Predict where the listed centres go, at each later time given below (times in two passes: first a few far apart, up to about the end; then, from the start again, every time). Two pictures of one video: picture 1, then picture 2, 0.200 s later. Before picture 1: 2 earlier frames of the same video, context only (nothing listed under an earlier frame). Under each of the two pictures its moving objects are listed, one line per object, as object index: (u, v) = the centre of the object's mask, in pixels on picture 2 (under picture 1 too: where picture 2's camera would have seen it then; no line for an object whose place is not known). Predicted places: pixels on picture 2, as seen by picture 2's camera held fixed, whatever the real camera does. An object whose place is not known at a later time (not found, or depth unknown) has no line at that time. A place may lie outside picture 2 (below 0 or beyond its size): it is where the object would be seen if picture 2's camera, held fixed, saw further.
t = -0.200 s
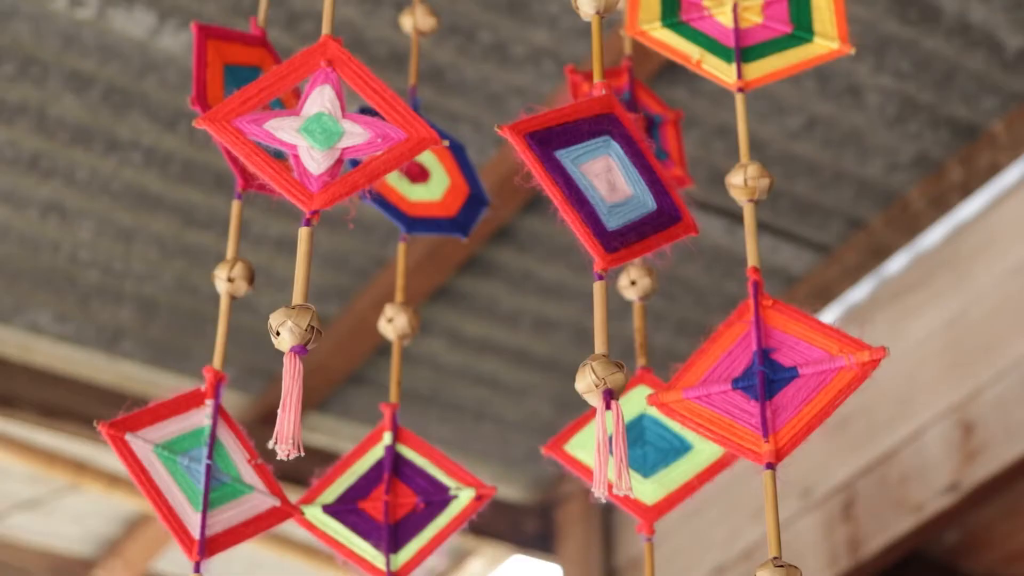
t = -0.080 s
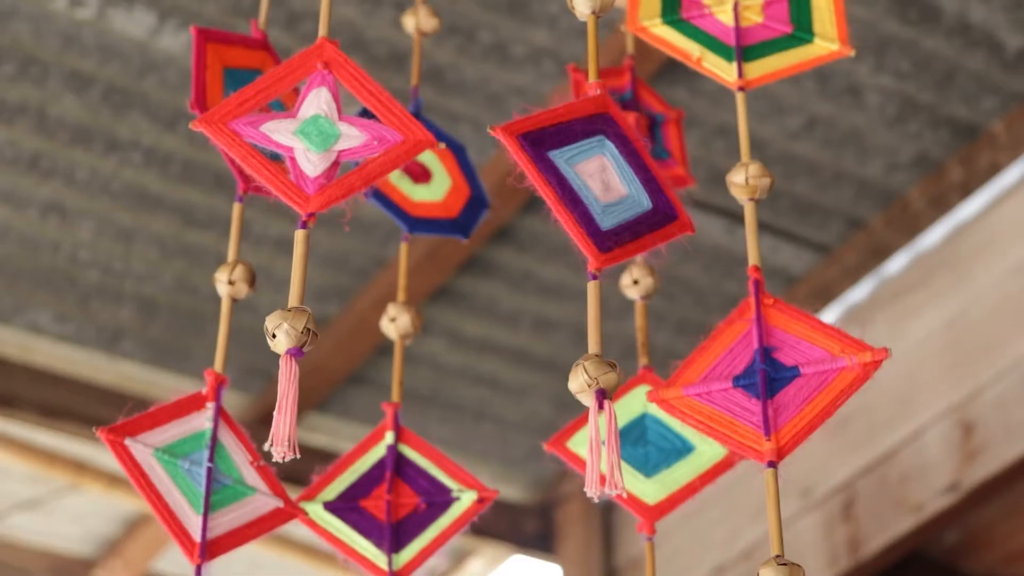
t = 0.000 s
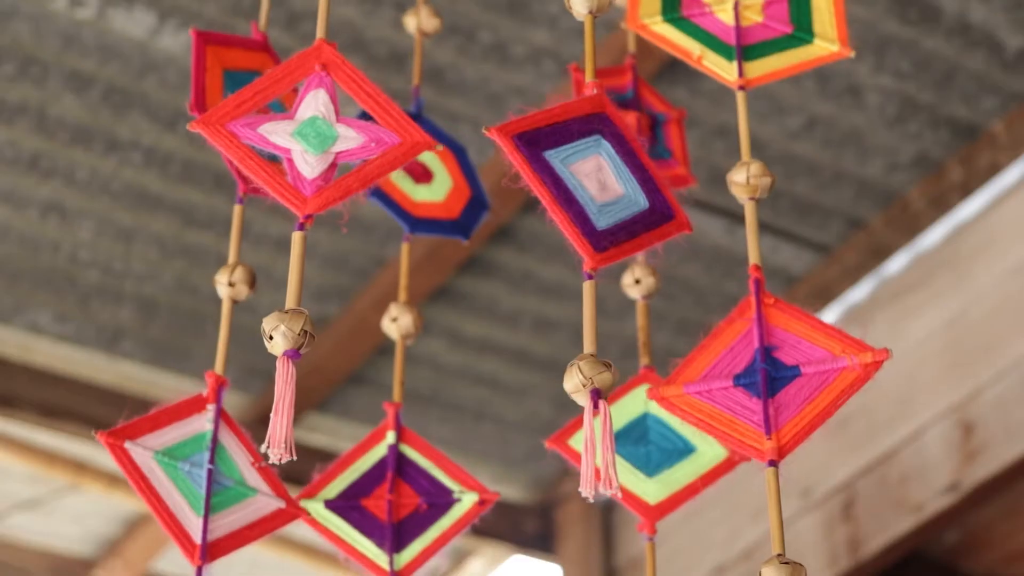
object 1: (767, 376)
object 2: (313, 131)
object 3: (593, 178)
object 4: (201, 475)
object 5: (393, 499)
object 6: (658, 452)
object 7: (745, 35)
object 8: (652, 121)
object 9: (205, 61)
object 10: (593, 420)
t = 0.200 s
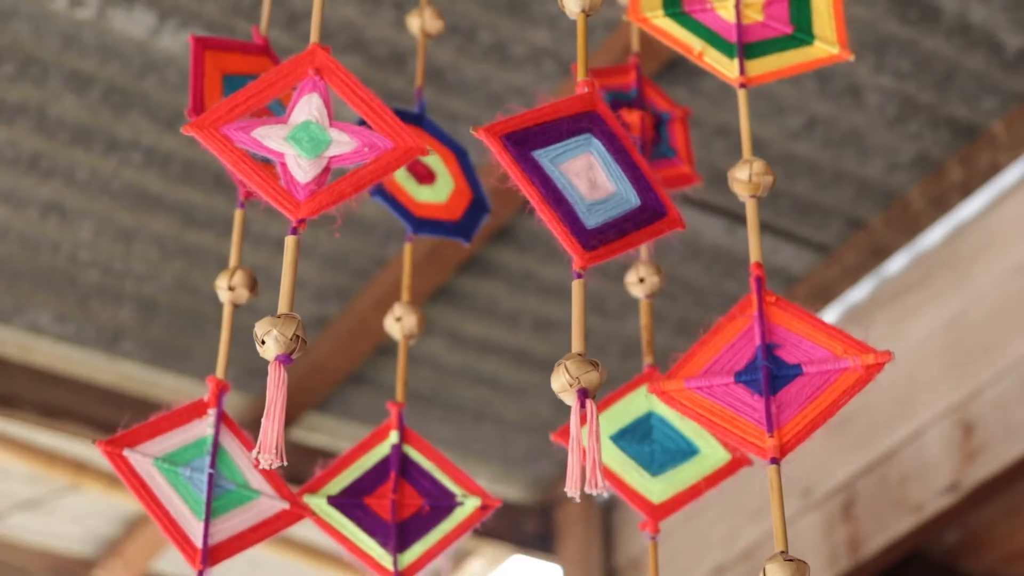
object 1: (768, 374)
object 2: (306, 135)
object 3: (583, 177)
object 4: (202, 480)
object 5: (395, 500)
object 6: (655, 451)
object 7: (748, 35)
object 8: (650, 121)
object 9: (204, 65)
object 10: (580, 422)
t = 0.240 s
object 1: (768, 373)
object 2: (305, 136)
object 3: (581, 177)
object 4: (202, 481)
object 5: (396, 499)
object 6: (655, 450)
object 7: (749, 34)
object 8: (650, 122)
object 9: (203, 66)
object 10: (579, 422)
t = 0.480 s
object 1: (769, 371)
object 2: (296, 142)
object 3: (570, 174)
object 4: (202, 486)
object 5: (398, 501)
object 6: (655, 448)
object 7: (753, 34)
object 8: (650, 123)
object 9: (202, 68)
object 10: (566, 421)
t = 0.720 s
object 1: (769, 369)
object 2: (287, 147)
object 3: (561, 172)
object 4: (203, 490)
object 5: (399, 502)
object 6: (663, 448)
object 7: (756, 34)
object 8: (649, 122)
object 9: (212, 60)
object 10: (557, 418)
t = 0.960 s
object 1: (766, 366)
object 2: (280, 151)
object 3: (554, 169)
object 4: (203, 492)
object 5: (402, 504)
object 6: (669, 447)
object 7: (757, 33)
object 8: (650, 123)
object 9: (213, 63)
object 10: (549, 413)
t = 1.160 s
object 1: (763, 363)
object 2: (275, 153)
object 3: (550, 166)
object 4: (204, 493)
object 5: (404, 505)
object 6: (673, 445)
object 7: (756, 33)
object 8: (652, 121)
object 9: (212, 65)
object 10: (545, 409)
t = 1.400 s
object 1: (758, 359)
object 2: (271, 155)
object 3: (546, 164)
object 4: (205, 494)
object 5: (407, 507)
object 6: (677, 443)
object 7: (756, 32)
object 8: (655, 119)
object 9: (212, 69)
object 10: (541, 408)
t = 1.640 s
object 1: (751, 355)
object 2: (269, 156)
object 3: (544, 164)
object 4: (207, 496)
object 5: (410, 508)
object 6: (680, 441)
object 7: (754, 32)
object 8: (657, 116)
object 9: (211, 72)
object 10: (541, 408)
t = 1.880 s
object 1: (749, 353)
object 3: (548, 167)
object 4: (215, 500)
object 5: (419, 510)
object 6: (686, 440)
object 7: (757, 35)
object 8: (662, 116)
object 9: (217, 77)
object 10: (546, 412)
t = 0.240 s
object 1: (768, 373)
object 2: (305, 136)
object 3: (581, 177)
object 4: (202, 481)
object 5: (396, 499)
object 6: (655, 450)
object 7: (749, 34)
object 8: (650, 122)
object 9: (203, 66)
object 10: (579, 422)
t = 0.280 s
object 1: (769, 373)
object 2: (303, 137)
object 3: (579, 177)
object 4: (202, 482)
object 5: (396, 500)
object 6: (655, 450)
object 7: (750, 34)
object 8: (649, 122)
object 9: (203, 67)
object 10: (576, 422)
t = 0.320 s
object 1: (769, 373)
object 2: (302, 138)
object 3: (578, 176)
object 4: (202, 483)
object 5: (397, 500)
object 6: (655, 450)
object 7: (750, 34)
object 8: (649, 122)
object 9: (203, 67)
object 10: (574, 422)
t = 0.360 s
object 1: (769, 372)
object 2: (300, 139)
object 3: (576, 176)
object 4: (202, 484)
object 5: (397, 500)
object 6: (655, 450)
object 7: (751, 34)
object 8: (649, 122)
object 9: (202, 67)
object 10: (571, 422)
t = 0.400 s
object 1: (769, 372)
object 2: (299, 140)
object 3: (574, 176)
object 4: (202, 485)
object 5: (397, 500)
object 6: (655, 450)
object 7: (752, 34)
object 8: (649, 122)
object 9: (202, 68)
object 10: (569, 422)
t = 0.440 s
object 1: (769, 371)
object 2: (297, 141)
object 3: (572, 175)
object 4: (202, 485)
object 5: (397, 500)
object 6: (656, 449)
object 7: (752, 34)
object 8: (650, 123)
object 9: (202, 68)
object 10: (567, 421)
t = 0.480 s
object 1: (769, 371)
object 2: (296, 142)
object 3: (570, 174)
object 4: (202, 486)
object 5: (398, 501)
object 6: (655, 448)
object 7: (753, 34)
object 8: (650, 123)
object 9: (202, 68)
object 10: (566, 421)
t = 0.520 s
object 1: (769, 370)
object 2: (294, 142)
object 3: (569, 174)
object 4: (202, 487)
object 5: (398, 501)
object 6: (659, 449)
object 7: (753, 34)
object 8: (650, 122)
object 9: (202, 68)
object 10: (564, 420)
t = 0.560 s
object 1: (769, 370)
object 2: (293, 143)
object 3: (567, 173)
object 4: (202, 487)
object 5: (398, 501)
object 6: (656, 447)
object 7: (754, 34)
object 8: (649, 122)
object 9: (202, 70)
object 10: (562, 420)
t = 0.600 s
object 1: (769, 370)
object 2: (291, 144)
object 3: (565, 173)
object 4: (202, 488)
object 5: (398, 501)
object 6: (660, 448)
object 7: (754, 34)
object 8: (649, 122)
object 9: (201, 69)
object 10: (561, 419)
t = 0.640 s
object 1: (769, 370)
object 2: (290, 145)
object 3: (564, 173)
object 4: (202, 489)
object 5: (398, 502)
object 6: (661, 448)
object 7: (755, 34)
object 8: (650, 122)
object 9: (212, 59)
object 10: (560, 419)
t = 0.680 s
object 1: (769, 369)
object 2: (289, 146)
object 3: (563, 172)
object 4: (202, 489)
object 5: (399, 502)
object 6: (662, 448)
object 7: (755, 33)
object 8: (649, 122)
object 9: (212, 59)
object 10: (558, 418)
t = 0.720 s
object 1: (769, 369)
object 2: (287, 147)
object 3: (561, 172)
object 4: (203, 490)
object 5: (399, 502)
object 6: (663, 448)
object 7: (756, 34)
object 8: (649, 122)
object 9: (212, 60)
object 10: (557, 418)
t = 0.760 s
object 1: (768, 368)
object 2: (286, 147)
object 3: (560, 171)
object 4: (203, 490)
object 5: (399, 502)
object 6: (664, 447)
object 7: (756, 33)
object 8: (649, 122)
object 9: (214, 60)
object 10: (556, 417)
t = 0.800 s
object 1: (768, 368)
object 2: (285, 148)
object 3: (559, 170)
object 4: (203, 490)
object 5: (400, 503)
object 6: (665, 447)
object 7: (756, 34)
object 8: (649, 122)
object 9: (212, 61)
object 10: (554, 416)
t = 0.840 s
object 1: (767, 367)
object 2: (283, 148)
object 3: (558, 170)
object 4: (203, 491)
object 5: (400, 503)
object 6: (666, 447)
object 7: (757, 33)
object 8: (649, 123)
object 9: (213, 61)
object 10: (553, 415)
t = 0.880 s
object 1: (767, 367)
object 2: (282, 149)
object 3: (556, 169)
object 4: (203, 491)
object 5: (401, 503)
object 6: (667, 447)
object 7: (757, 33)
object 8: (650, 123)
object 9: (212, 62)
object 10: (552, 414)
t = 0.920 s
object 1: (766, 366)
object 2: (281, 150)
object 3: (555, 169)
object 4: (203, 491)
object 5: (401, 503)
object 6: (667, 447)
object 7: (757, 33)
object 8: (649, 122)
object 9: (213, 62)
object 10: (550, 414)
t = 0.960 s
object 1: (766, 366)
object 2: (280, 151)
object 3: (554, 169)
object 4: (203, 492)
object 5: (402, 504)
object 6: (669, 447)
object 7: (757, 33)
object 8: (650, 123)
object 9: (213, 63)
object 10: (549, 413)
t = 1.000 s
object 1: (765, 365)
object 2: (279, 151)
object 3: (553, 168)
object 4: (203, 492)
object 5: (402, 504)
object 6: (669, 446)
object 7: (757, 33)
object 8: (650, 122)
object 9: (213, 64)
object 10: (548, 412)
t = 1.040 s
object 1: (765, 365)
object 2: (278, 151)
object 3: (553, 168)
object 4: (204, 492)
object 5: (403, 504)
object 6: (671, 446)
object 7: (757, 33)
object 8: (651, 122)
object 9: (214, 64)
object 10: (547, 411)
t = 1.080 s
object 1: (764, 364)
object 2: (277, 152)
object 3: (551, 167)
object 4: (203, 492)
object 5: (403, 505)
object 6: (671, 446)
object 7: (757, 33)
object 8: (651, 121)
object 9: (213, 65)
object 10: (546, 411)
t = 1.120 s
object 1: (763, 363)
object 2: (276, 152)
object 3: (551, 166)
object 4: (204, 492)
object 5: (404, 505)
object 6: (672, 446)
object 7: (756, 33)
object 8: (651, 121)
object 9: (213, 65)
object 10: (545, 410)
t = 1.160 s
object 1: (763, 363)
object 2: (275, 153)
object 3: (550, 166)
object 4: (204, 493)
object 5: (404, 505)
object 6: (673, 445)
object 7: (756, 33)
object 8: (652, 121)
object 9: (212, 65)
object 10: (545, 409)
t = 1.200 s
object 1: (762, 362)
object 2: (275, 153)
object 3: (549, 165)
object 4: (204, 493)
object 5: (404, 505)
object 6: (674, 445)
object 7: (756, 33)
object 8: (652, 120)
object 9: (212, 66)
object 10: (544, 409)
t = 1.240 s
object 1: (761, 362)
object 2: (274, 153)
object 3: (548, 165)
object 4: (204, 493)
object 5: (405, 506)
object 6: (675, 444)
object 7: (756, 33)
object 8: (653, 120)
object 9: (212, 66)
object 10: (543, 409)
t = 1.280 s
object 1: (761, 361)
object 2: (273, 154)
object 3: (548, 165)
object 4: (204, 493)
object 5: (405, 506)
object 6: (675, 444)
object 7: (756, 32)
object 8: (653, 119)
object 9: (212, 67)
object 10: (543, 408)
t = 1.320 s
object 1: (759, 360)
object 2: (272, 154)
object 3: (547, 164)
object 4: (204, 494)
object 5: (406, 506)
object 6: (676, 444)
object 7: (756, 32)
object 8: (654, 119)
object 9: (211, 67)
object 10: (542, 408)
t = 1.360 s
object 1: (758, 360)
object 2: (271, 154)
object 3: (546, 164)
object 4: (204, 494)
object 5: (406, 506)
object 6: (676, 444)
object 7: (756, 32)
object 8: (654, 119)
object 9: (212, 68)
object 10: (541, 408)
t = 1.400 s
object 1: (758, 359)
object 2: (271, 155)
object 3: (546, 164)
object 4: (205, 494)
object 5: (407, 507)
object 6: (677, 443)
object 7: (756, 32)
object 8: (655, 119)
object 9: (212, 69)
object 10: (541, 408)
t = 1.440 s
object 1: (757, 358)
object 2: (271, 155)
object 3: (546, 164)
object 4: (205, 495)
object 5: (407, 507)
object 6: (677, 443)
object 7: (756, 32)
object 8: (655, 118)
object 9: (211, 69)
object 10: (541, 407)
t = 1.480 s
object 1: (756, 357)
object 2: (270, 155)
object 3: (546, 164)
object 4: (205, 495)
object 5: (408, 507)
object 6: (678, 442)
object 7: (755, 32)
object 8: (655, 118)
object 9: (211, 69)
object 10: (541, 407)
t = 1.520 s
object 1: (755, 357)
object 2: (270, 156)
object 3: (545, 164)
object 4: (206, 495)
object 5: (408, 507)
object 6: (678, 442)
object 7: (755, 32)
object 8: (656, 117)
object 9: (212, 70)
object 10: (541, 408)
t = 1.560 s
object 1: (754, 356)
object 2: (270, 156)
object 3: (545, 164)
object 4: (206, 496)
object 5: (409, 507)
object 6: (679, 442)
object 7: (755, 32)
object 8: (656, 117)
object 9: (212, 71)
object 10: (541, 407)
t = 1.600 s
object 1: (752, 356)
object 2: (269, 156)
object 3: (545, 164)
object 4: (206, 496)
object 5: (410, 508)
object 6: (679, 441)
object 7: (755, 32)
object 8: (657, 116)
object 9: (212, 72)
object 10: (541, 408)
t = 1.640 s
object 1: (751, 355)
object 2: (269, 156)
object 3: (544, 164)
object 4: (207, 496)
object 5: (410, 508)
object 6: (680, 441)
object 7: (754, 32)
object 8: (657, 116)
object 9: (211, 72)
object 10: (541, 408)
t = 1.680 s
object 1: (750, 354)
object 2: (269, 156)
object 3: (544, 163)
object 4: (207, 497)
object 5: (411, 508)
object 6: (680, 440)
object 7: (754, 31)
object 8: (657, 115)
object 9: (211, 72)
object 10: (541, 408)
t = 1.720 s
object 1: (749, 353)
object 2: (268, 156)
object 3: (544, 163)
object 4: (207, 497)
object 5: (412, 508)
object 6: (680, 440)
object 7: (754, 31)
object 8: (657, 115)
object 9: (211, 72)
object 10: (541, 408)
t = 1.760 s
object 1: (749, 353)
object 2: (269, 157)
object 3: (544, 164)
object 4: (209, 498)
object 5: (413, 509)
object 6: (681, 440)
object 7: (754, 32)
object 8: (658, 115)
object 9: (212, 73)
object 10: (541, 409)
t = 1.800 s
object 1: (749, 353)
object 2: (271, 158)
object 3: (546, 166)
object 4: (211, 499)
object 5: (415, 509)
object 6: (683, 440)
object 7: (755, 33)
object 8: (659, 115)
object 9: (214, 75)
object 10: (543, 410)
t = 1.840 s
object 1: (749, 353)
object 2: (272, 159)
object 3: (547, 166)
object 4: (212, 500)
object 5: (417, 510)
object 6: (684, 440)
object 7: (756, 34)
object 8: (660, 115)
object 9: (215, 76)
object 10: (544, 411)
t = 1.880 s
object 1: (749, 353)
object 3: (548, 167)
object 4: (215, 500)
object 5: (419, 510)
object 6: (686, 440)
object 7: (757, 35)
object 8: (662, 116)
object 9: (217, 77)
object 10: (546, 412)
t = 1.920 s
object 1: (750, 352)
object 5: (422, 509)
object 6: (688, 439)
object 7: (758, 35)
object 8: (663, 116)
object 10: (547, 412)
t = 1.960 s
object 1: (749, 351)
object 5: (423, 509)
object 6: (688, 438)
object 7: (758, 35)
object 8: (663, 115)
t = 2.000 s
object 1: (749, 351)
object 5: (424, 509)
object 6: (689, 438)
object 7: (758, 35)
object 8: (664, 114)
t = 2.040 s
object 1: (749, 350)
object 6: (691, 438)
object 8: (664, 114)
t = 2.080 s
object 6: (692, 437)
